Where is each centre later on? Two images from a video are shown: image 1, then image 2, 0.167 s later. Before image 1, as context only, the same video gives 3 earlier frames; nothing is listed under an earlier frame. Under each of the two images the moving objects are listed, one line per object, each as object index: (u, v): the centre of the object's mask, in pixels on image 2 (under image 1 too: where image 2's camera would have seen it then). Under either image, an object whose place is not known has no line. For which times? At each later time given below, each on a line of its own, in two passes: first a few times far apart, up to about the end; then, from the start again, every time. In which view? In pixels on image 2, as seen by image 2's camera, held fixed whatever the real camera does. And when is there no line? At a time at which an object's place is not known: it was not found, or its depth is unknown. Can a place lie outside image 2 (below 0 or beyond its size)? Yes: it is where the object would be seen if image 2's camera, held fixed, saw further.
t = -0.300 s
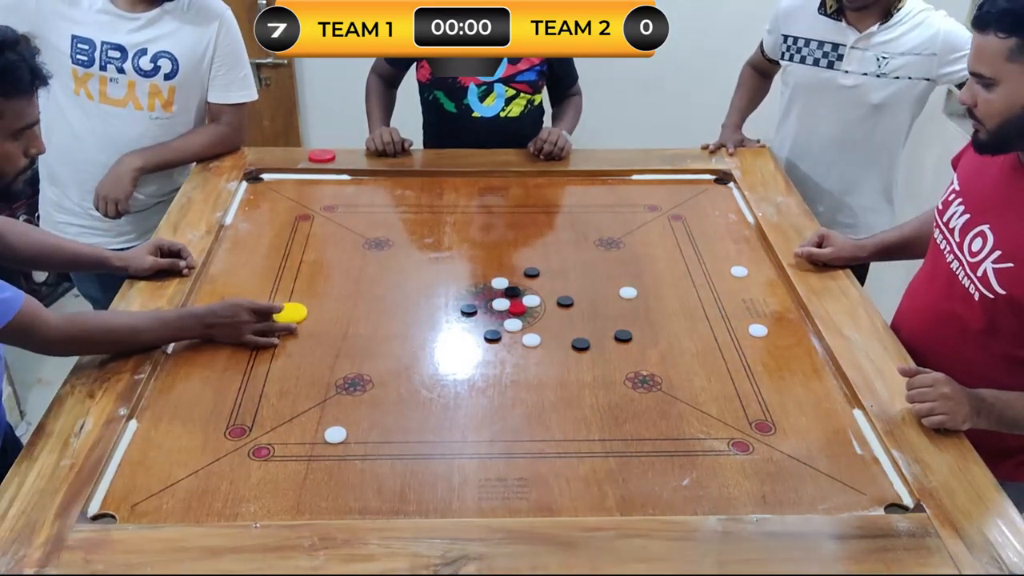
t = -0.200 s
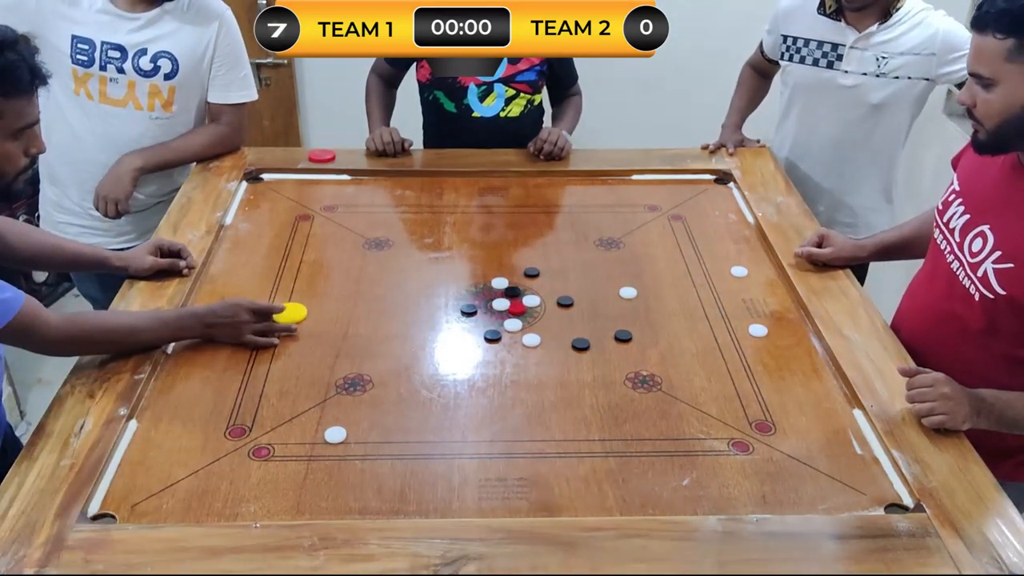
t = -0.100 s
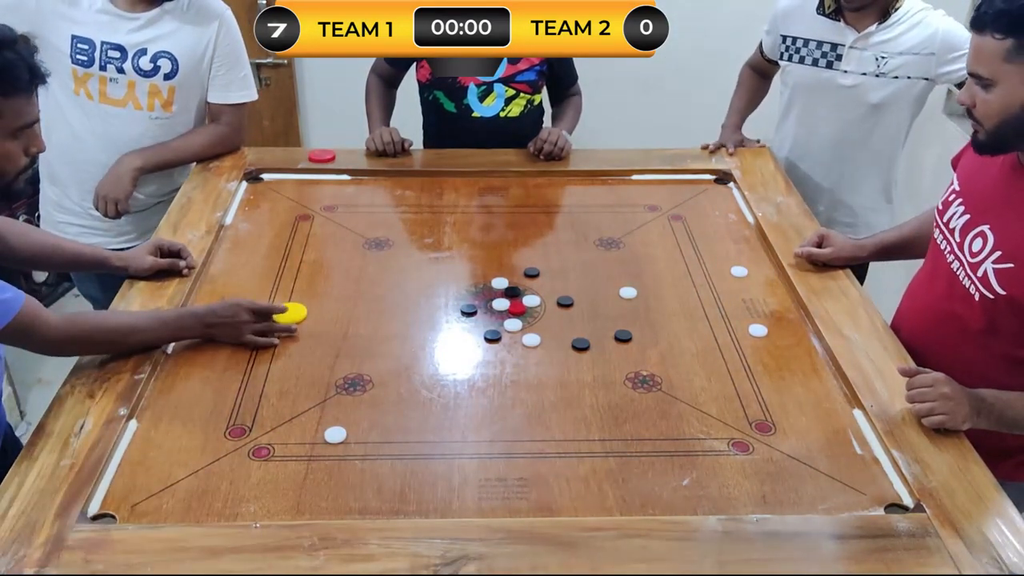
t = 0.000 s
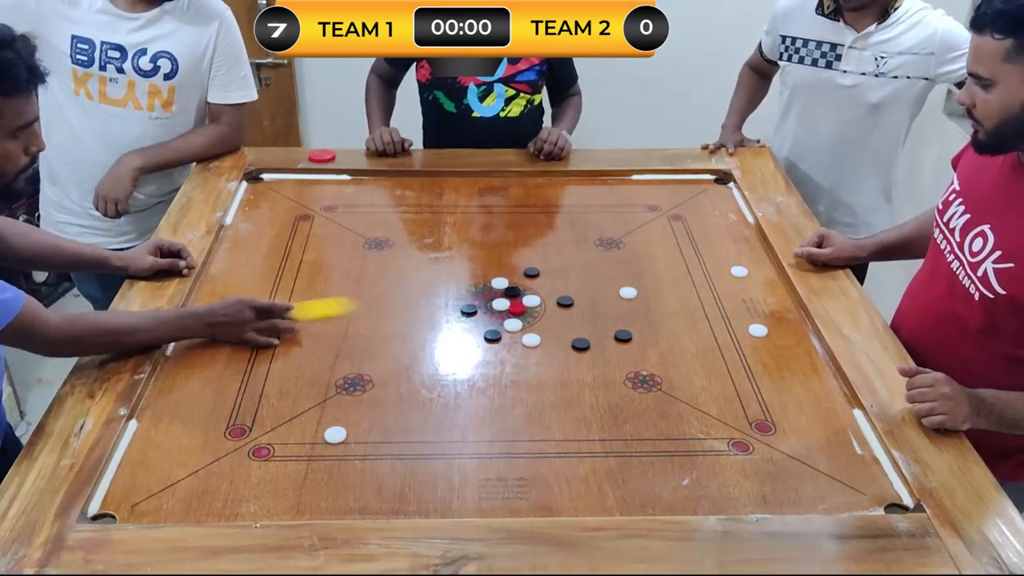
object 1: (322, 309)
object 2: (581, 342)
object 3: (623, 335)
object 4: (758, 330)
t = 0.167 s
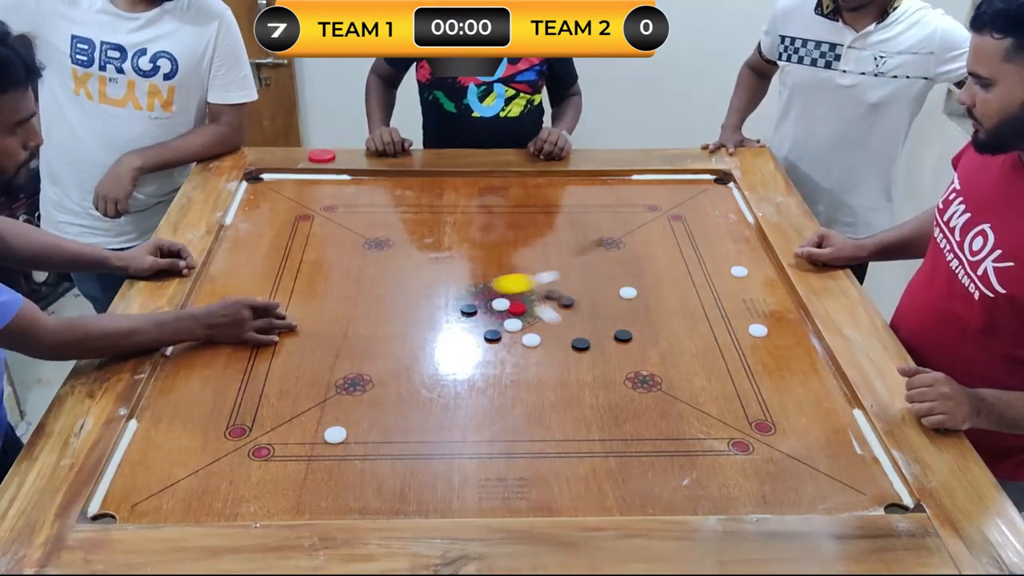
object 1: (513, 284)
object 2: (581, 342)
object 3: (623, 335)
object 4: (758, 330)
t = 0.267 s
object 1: (563, 275)
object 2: (594, 358)
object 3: (624, 337)
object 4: (758, 330)
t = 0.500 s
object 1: (649, 261)
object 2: (668, 440)
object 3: (652, 394)
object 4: (758, 330)
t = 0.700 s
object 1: (698, 254)
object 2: (724, 501)
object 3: (670, 430)
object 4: (770, 333)
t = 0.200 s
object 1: (530, 281)
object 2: (581, 343)
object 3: (623, 336)
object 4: (758, 330)
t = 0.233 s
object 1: (547, 278)
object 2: (583, 347)
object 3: (623, 335)
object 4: (758, 330)
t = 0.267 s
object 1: (563, 275)
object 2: (594, 358)
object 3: (624, 337)
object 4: (758, 330)
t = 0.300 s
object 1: (577, 273)
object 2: (605, 372)
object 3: (628, 346)
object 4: (758, 330)
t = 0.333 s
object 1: (591, 271)
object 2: (616, 383)
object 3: (632, 355)
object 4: (758, 330)
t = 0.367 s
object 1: (603, 269)
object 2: (626, 395)
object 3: (637, 363)
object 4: (758, 330)
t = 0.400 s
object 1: (616, 267)
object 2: (637, 406)
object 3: (641, 372)
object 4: (758, 330)
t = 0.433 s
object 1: (627, 265)
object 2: (648, 417)
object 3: (644, 379)
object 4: (758, 330)
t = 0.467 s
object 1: (638, 263)
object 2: (658, 429)
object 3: (648, 386)
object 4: (758, 330)
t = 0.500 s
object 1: (649, 261)
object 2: (668, 440)
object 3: (652, 394)
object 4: (758, 330)
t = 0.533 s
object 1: (659, 260)
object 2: (678, 451)
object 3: (656, 401)
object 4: (758, 330)
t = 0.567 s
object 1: (668, 258)
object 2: (688, 461)
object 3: (659, 407)
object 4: (758, 330)
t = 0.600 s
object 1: (676, 257)
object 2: (697, 472)
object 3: (662, 414)
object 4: (758, 330)
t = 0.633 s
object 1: (683, 256)
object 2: (706, 482)
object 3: (665, 420)
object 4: (761, 331)
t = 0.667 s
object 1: (691, 255)
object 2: (716, 492)
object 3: (668, 425)
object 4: (766, 332)
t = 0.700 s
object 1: (698, 254)
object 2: (724, 501)
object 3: (670, 430)
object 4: (770, 333)
